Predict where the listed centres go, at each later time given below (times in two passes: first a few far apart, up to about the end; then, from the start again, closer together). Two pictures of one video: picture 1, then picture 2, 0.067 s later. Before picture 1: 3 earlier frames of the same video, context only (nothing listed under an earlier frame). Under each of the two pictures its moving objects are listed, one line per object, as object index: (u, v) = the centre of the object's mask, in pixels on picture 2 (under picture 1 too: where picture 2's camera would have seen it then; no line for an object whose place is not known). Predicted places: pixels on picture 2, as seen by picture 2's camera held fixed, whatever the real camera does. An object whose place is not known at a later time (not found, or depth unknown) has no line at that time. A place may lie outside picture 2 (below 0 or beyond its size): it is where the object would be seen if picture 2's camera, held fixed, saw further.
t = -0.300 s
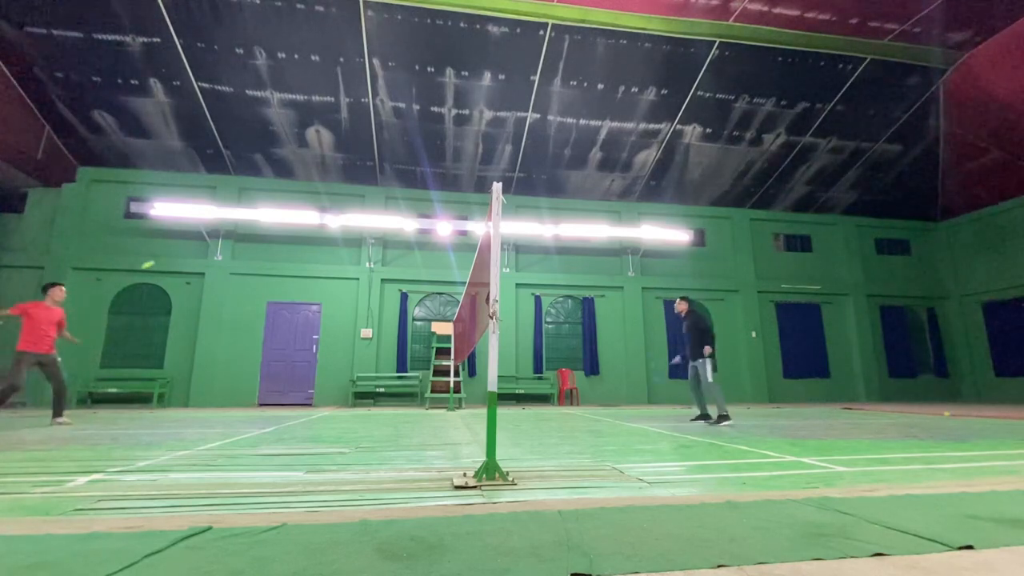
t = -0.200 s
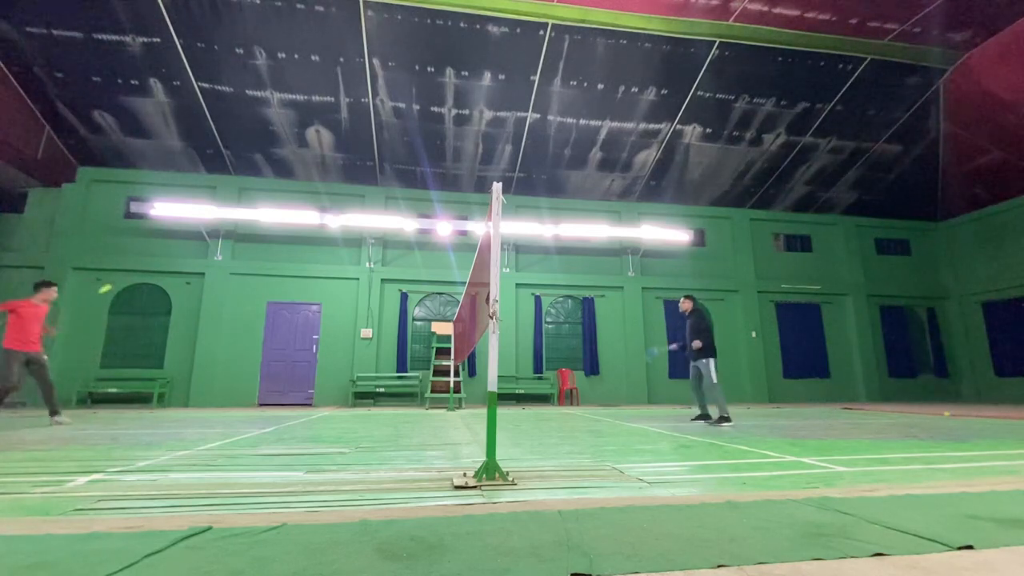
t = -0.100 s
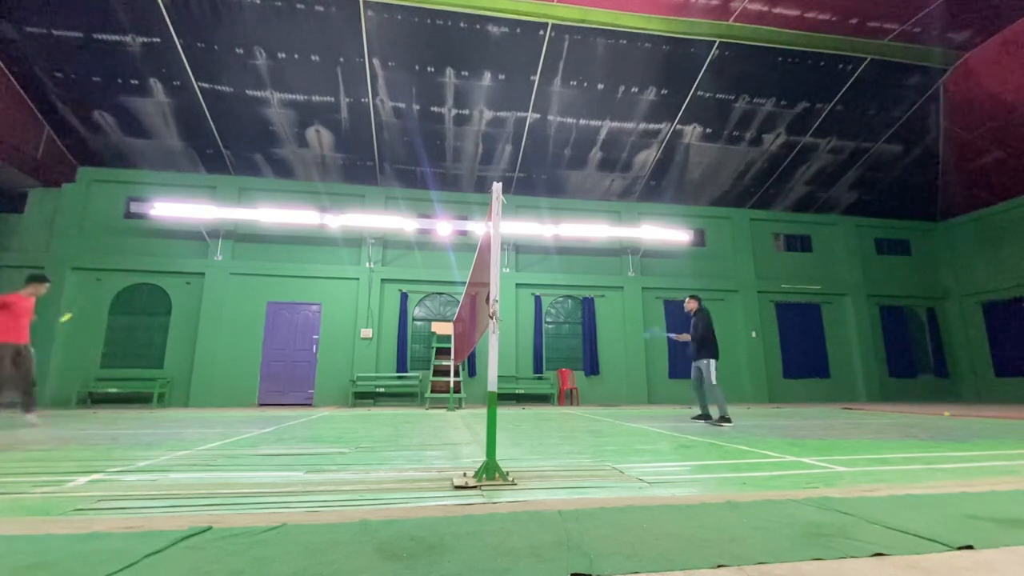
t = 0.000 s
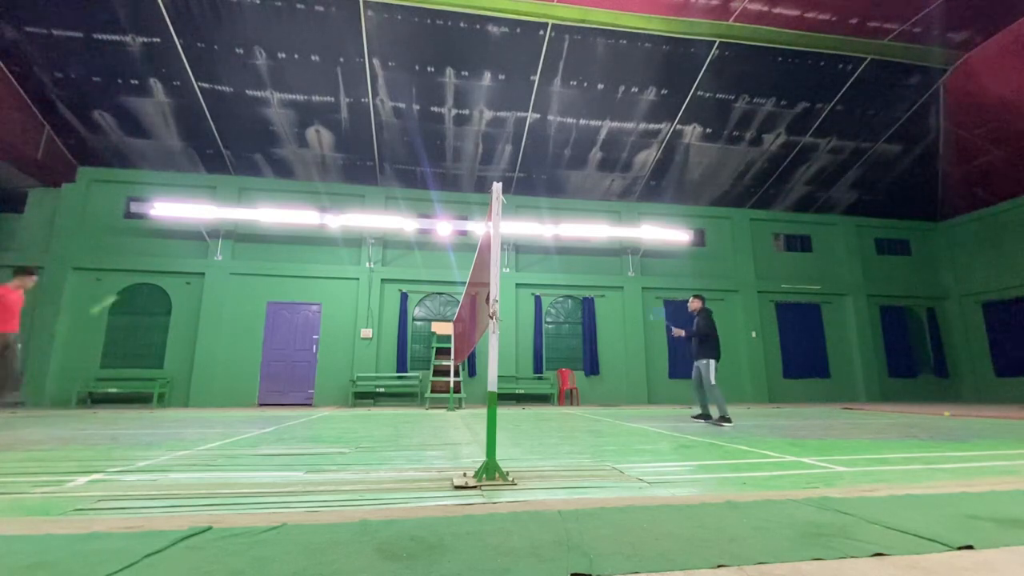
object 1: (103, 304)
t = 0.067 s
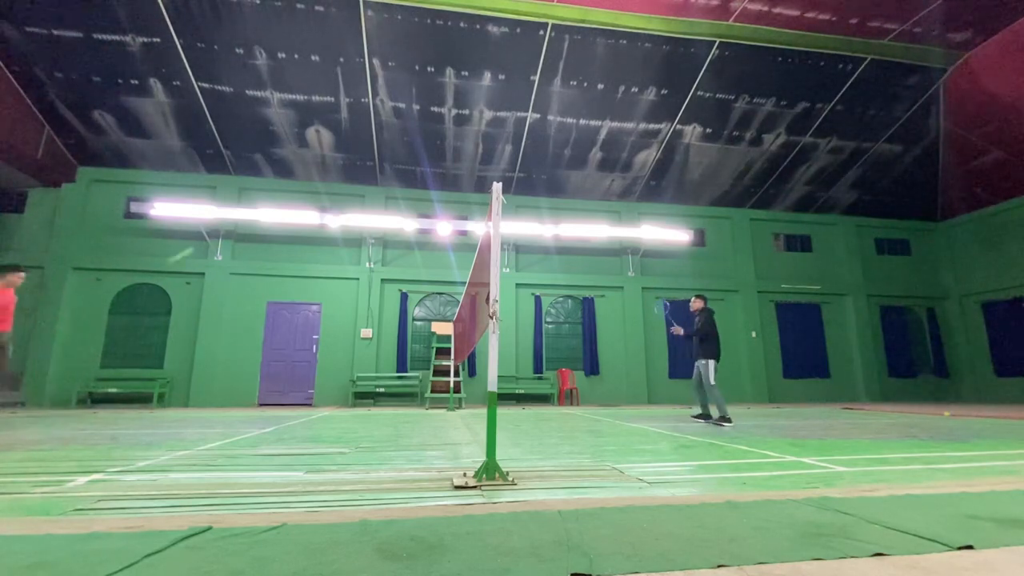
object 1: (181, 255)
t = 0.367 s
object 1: (408, 155)
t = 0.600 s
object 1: (519, 146)
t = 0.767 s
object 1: (585, 162)
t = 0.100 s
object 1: (215, 236)
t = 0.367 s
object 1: (408, 155)
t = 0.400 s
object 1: (425, 151)
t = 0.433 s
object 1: (442, 148)
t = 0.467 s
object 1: (460, 145)
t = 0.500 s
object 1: (475, 144)
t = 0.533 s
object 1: (490, 144)
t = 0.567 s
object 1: (505, 145)
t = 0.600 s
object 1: (519, 146)
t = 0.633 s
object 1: (532, 147)
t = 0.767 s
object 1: (585, 162)
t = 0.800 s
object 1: (598, 167)
